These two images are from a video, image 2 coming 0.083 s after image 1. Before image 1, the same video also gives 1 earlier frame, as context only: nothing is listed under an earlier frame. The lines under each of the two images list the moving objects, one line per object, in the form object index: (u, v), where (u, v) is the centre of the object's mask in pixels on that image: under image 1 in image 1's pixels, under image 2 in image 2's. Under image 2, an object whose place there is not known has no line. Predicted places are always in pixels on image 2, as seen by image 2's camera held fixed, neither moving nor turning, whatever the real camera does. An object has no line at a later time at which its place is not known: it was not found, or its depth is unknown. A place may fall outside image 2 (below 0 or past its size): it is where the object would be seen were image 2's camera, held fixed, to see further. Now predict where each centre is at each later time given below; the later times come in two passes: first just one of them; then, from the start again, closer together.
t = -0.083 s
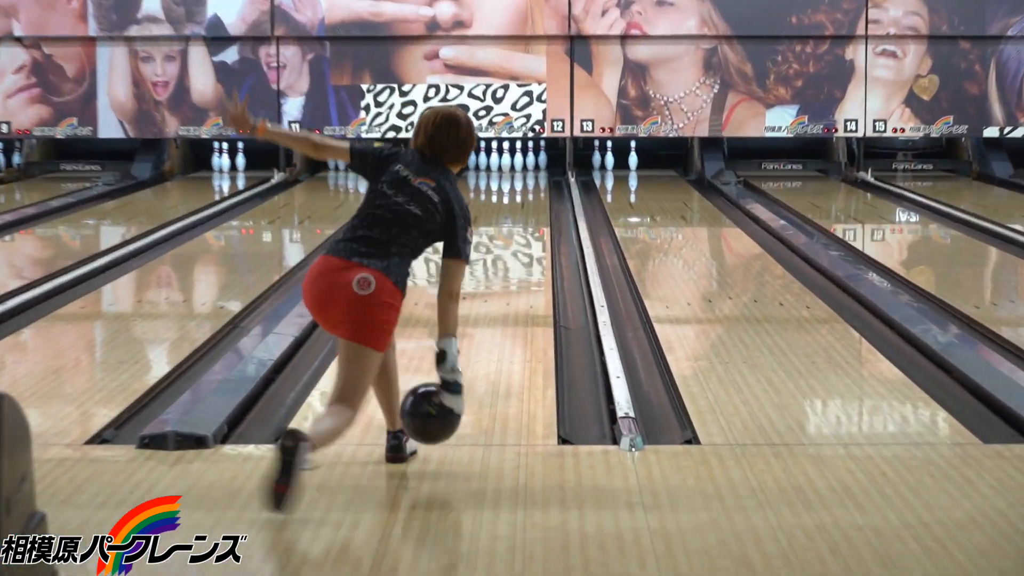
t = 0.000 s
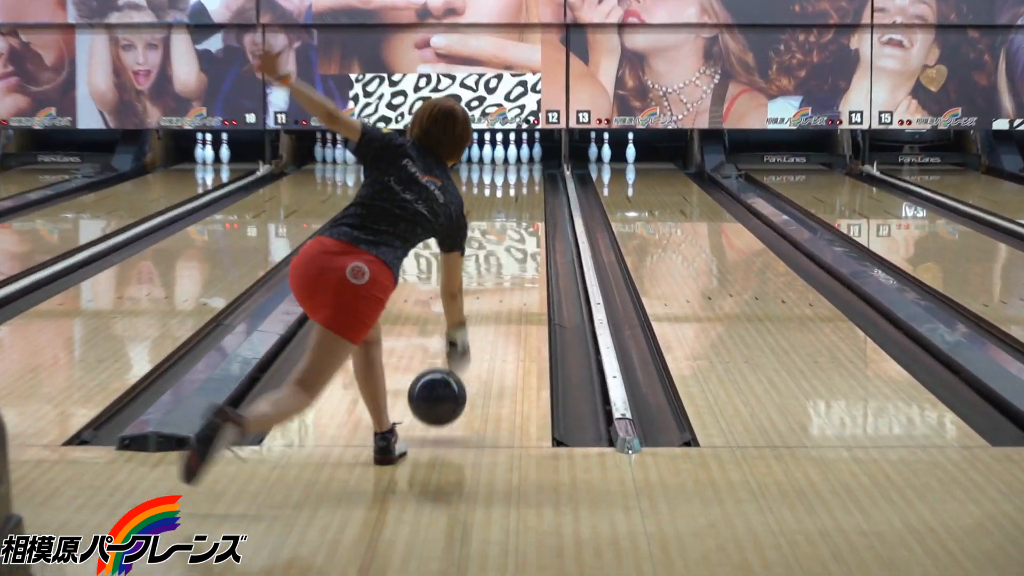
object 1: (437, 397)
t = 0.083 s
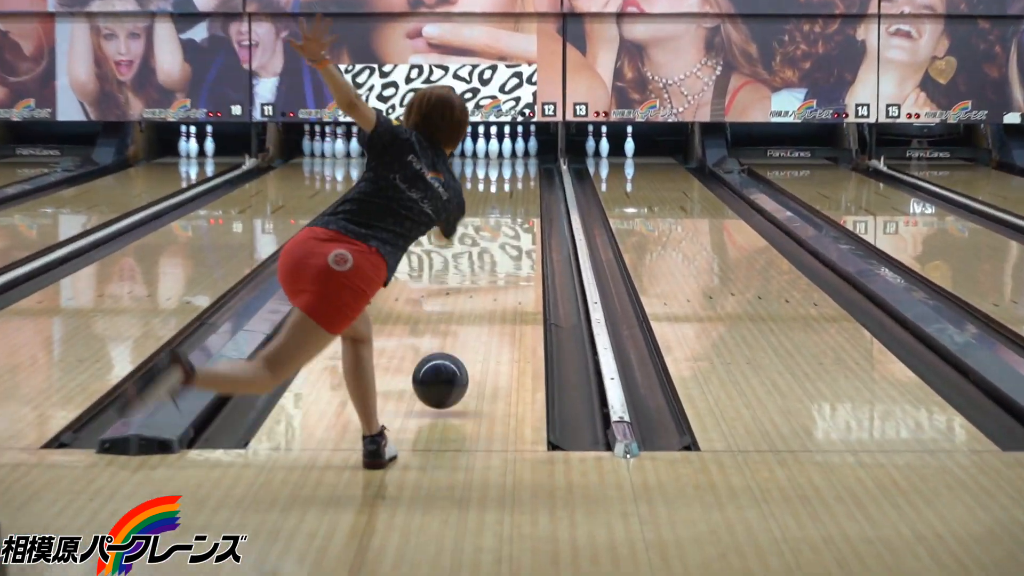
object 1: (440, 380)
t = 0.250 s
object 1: (458, 341)
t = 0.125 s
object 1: (447, 370)
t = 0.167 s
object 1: (451, 361)
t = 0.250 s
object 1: (458, 341)
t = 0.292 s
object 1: (463, 329)
